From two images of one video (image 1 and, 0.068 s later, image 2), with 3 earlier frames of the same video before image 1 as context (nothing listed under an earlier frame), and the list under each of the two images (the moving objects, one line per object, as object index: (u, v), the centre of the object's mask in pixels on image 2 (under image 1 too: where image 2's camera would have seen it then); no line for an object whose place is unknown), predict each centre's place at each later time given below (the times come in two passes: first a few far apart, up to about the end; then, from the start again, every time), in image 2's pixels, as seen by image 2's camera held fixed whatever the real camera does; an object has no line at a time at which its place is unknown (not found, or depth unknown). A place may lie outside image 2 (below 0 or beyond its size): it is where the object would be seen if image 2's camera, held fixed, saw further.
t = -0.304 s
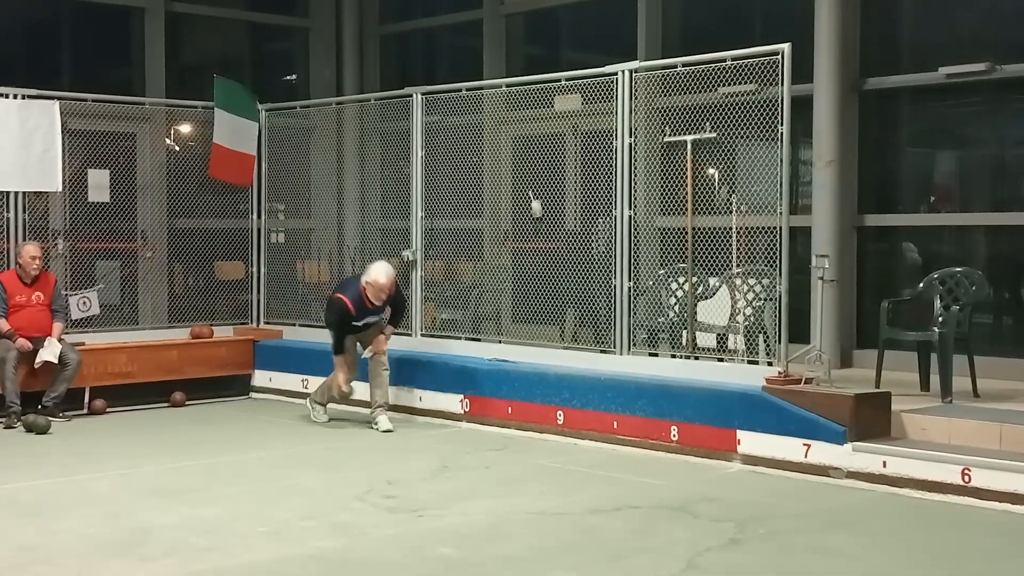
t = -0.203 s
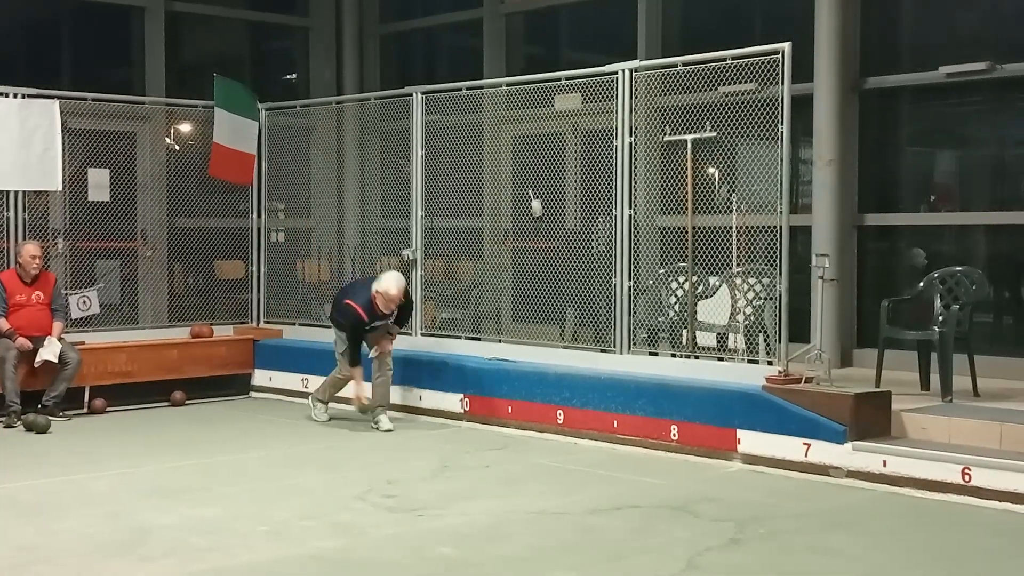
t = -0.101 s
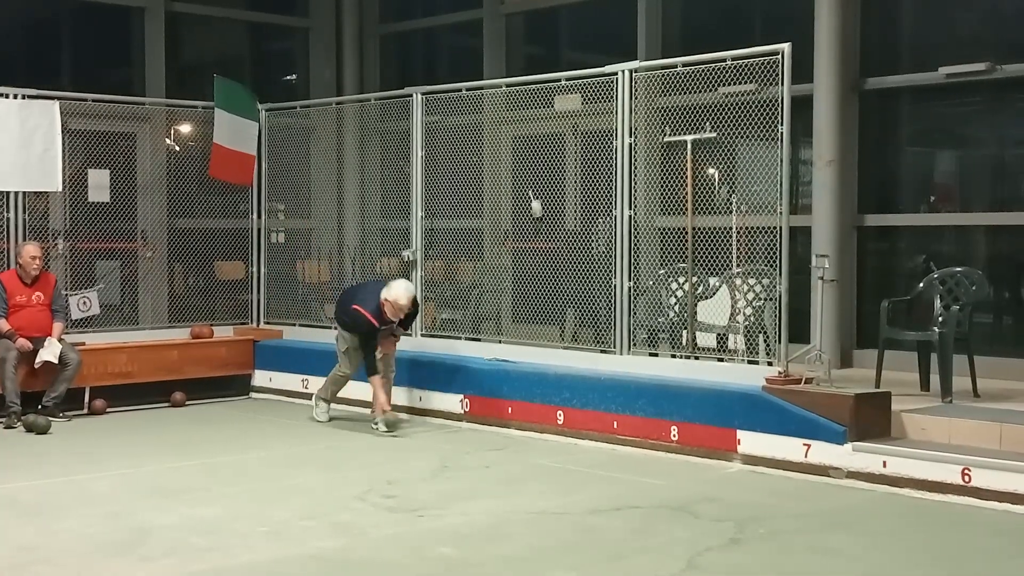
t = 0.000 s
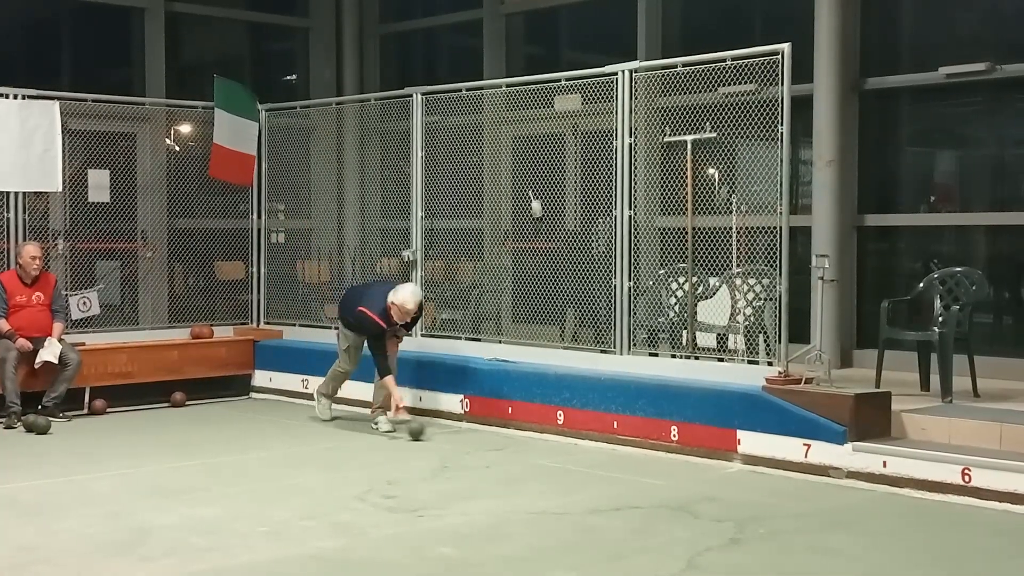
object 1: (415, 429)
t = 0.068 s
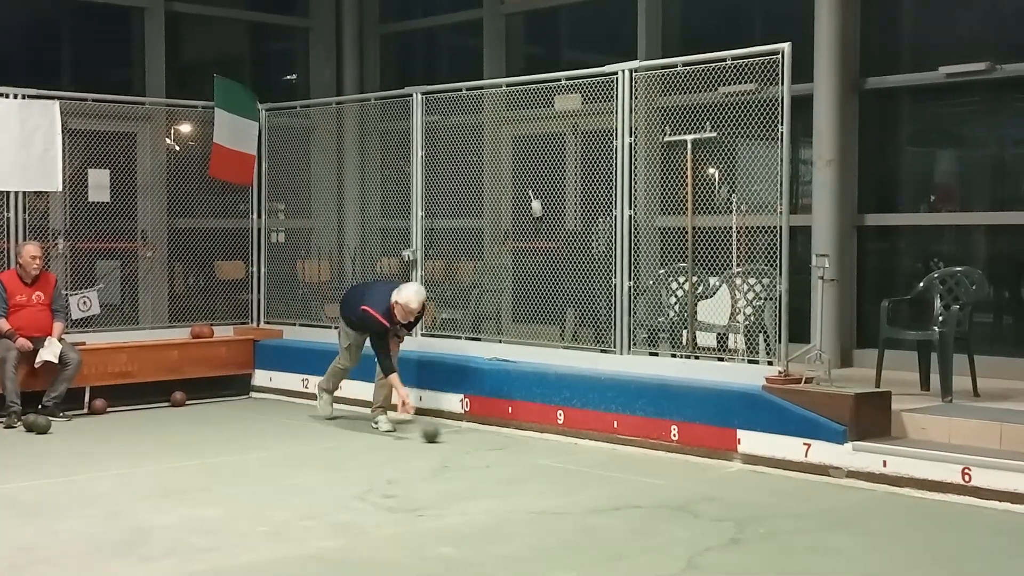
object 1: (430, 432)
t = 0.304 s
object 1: (486, 441)
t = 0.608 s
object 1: (564, 453)
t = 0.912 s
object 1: (648, 466)
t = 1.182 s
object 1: (729, 478)
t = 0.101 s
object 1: (438, 434)
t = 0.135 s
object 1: (446, 436)
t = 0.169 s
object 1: (453, 436)
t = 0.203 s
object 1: (461, 437)
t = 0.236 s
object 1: (470, 439)
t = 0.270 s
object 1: (478, 440)
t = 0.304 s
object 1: (486, 441)
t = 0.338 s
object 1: (494, 442)
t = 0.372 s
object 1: (503, 444)
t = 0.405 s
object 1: (512, 445)
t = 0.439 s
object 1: (520, 446)
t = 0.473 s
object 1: (529, 447)
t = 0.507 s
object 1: (537, 448)
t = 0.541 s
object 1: (546, 450)
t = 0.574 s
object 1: (555, 451)
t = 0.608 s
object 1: (564, 453)
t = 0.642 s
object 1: (573, 454)
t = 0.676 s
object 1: (581, 456)
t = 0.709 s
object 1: (592, 458)
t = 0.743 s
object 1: (601, 459)
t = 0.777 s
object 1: (610, 460)
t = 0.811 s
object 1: (619, 462)
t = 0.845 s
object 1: (628, 463)
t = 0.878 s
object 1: (638, 464)
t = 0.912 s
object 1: (648, 466)
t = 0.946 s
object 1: (658, 467)
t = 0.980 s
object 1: (668, 469)
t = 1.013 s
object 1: (677, 470)
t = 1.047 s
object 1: (688, 472)
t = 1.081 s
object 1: (698, 473)
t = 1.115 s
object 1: (709, 475)
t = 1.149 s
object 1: (719, 476)
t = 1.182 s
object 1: (729, 478)
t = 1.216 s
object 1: (740, 480)
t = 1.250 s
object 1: (751, 481)
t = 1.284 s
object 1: (761, 483)
